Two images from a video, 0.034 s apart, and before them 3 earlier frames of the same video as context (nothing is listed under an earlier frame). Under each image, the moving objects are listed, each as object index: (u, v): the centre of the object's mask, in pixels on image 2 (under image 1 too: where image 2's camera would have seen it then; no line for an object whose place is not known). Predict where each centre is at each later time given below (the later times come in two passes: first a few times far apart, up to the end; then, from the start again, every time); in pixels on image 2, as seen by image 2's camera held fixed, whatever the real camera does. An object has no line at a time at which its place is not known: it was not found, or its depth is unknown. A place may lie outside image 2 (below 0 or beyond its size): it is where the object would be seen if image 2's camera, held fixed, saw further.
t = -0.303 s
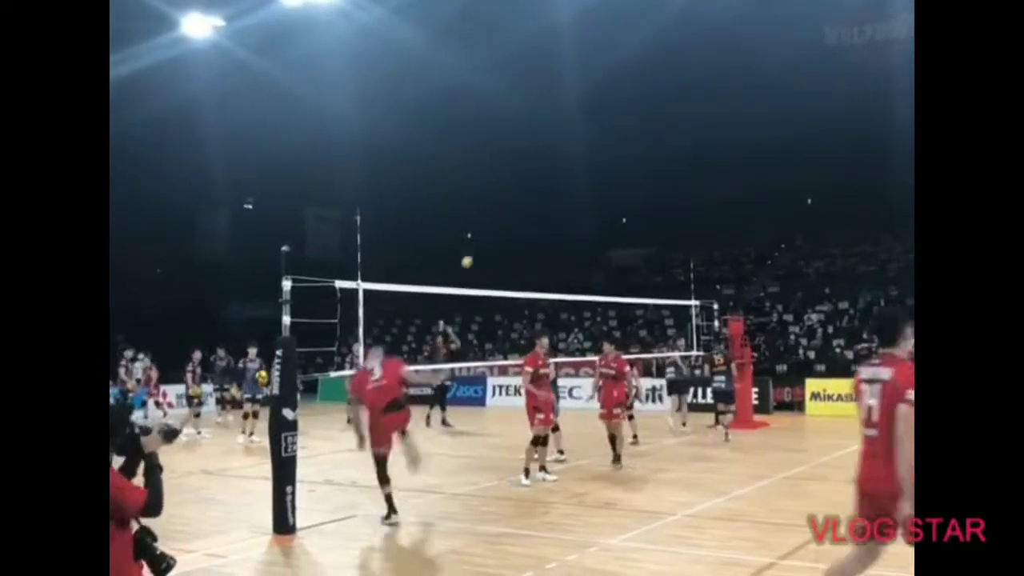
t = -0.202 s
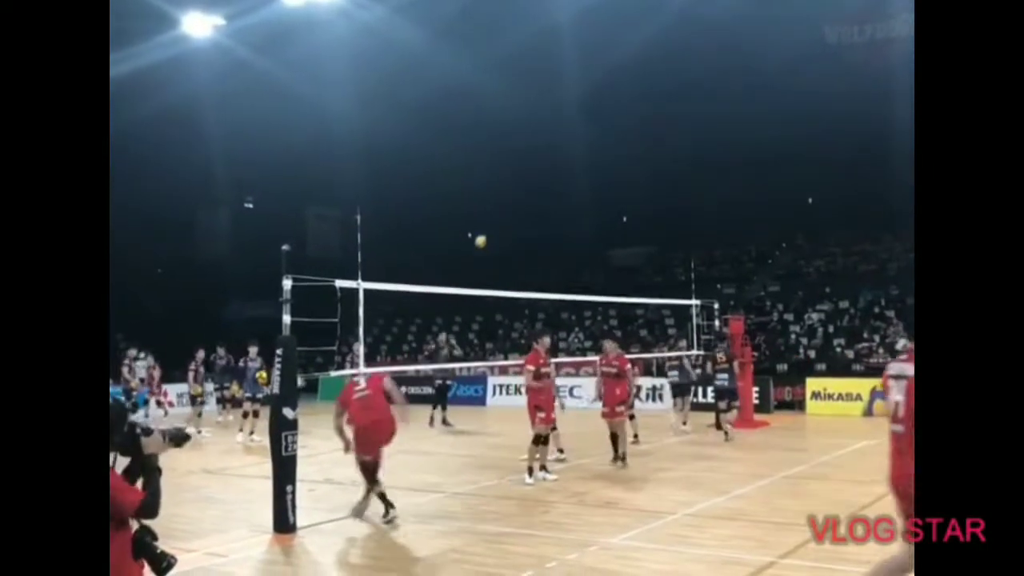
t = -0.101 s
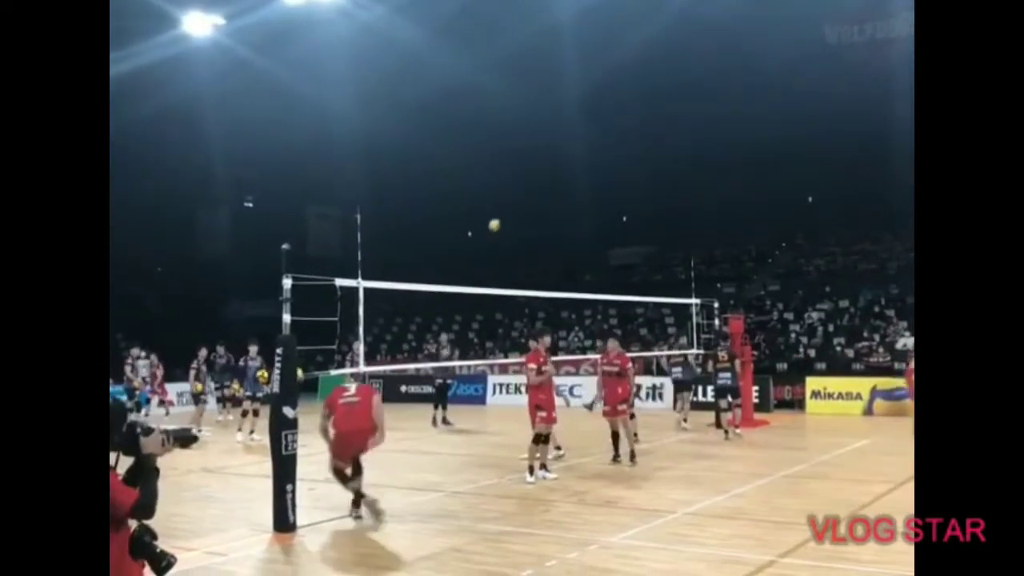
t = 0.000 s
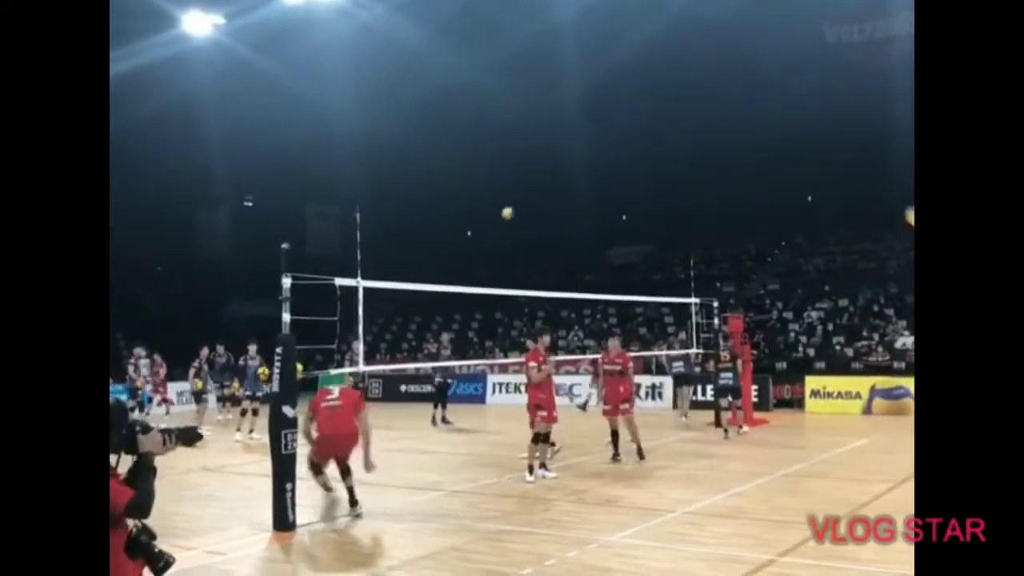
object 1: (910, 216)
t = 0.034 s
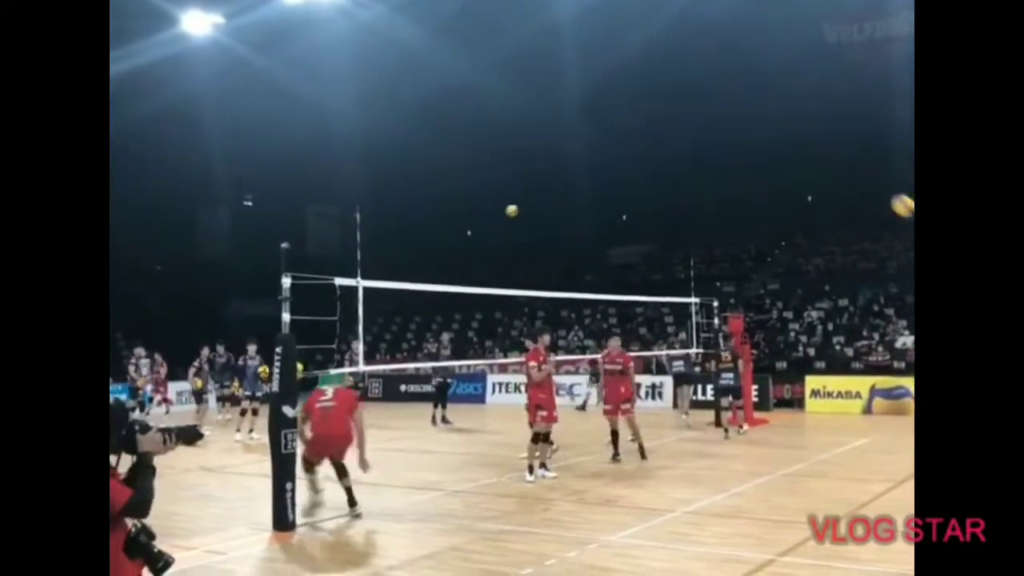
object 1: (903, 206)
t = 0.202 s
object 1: (835, 168)
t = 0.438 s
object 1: (751, 156)
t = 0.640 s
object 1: (686, 180)
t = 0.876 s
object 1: (620, 245)
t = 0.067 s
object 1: (890, 196)
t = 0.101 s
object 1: (875, 188)
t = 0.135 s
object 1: (862, 180)
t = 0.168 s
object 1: (848, 173)
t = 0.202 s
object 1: (835, 168)
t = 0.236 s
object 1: (823, 163)
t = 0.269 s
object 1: (810, 160)
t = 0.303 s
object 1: (798, 157)
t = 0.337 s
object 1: (786, 156)
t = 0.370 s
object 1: (774, 155)
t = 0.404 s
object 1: (762, 155)
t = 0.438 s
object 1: (751, 156)
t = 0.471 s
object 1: (739, 158)
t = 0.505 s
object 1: (729, 161)
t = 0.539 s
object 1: (717, 165)
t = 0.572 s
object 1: (707, 169)
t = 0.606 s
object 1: (696, 175)
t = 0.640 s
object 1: (686, 180)
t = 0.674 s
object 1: (676, 187)
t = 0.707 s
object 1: (666, 195)
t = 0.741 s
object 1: (657, 204)
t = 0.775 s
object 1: (648, 213)
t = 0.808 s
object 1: (638, 222)
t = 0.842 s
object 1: (629, 234)
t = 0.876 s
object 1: (620, 245)
